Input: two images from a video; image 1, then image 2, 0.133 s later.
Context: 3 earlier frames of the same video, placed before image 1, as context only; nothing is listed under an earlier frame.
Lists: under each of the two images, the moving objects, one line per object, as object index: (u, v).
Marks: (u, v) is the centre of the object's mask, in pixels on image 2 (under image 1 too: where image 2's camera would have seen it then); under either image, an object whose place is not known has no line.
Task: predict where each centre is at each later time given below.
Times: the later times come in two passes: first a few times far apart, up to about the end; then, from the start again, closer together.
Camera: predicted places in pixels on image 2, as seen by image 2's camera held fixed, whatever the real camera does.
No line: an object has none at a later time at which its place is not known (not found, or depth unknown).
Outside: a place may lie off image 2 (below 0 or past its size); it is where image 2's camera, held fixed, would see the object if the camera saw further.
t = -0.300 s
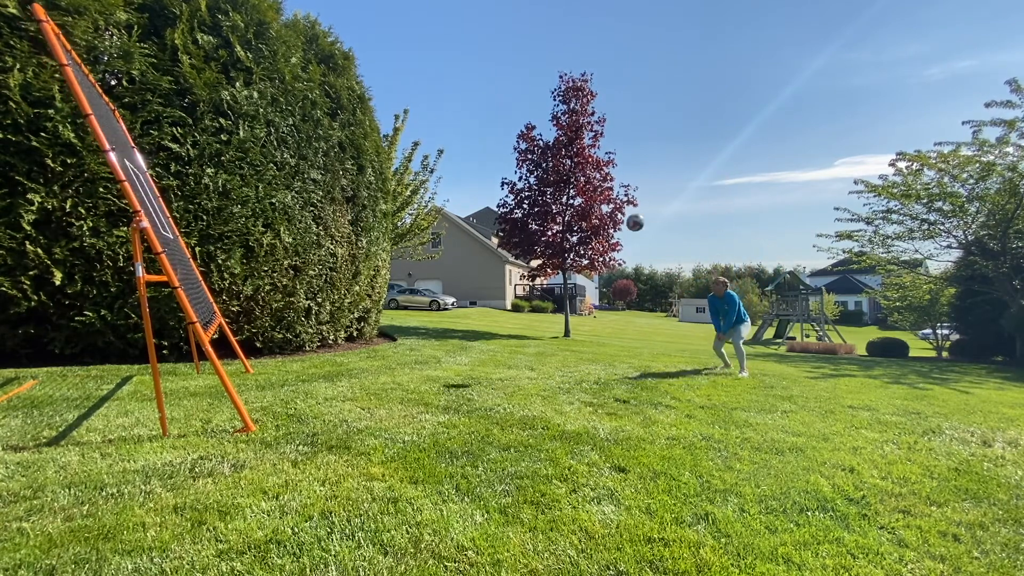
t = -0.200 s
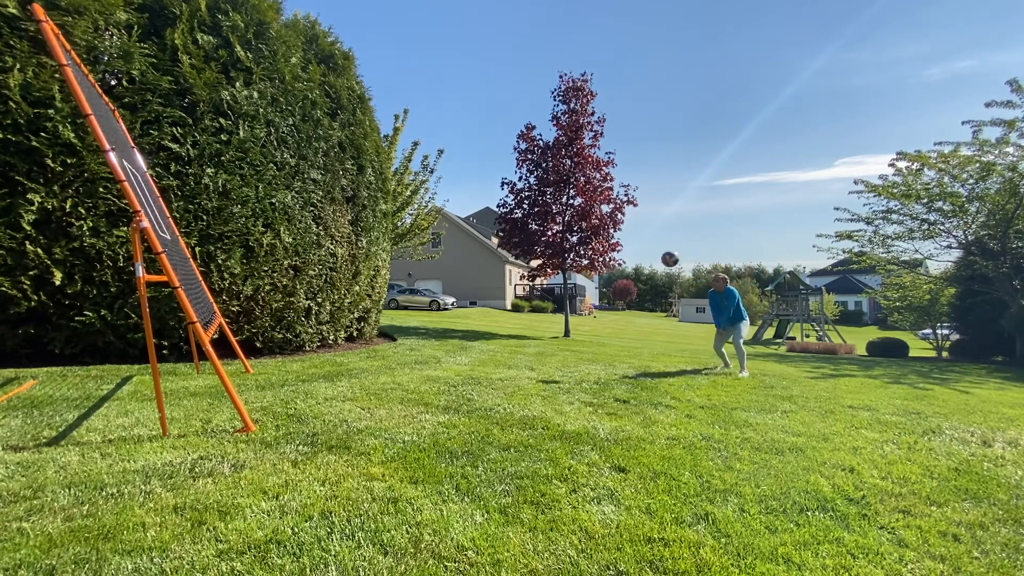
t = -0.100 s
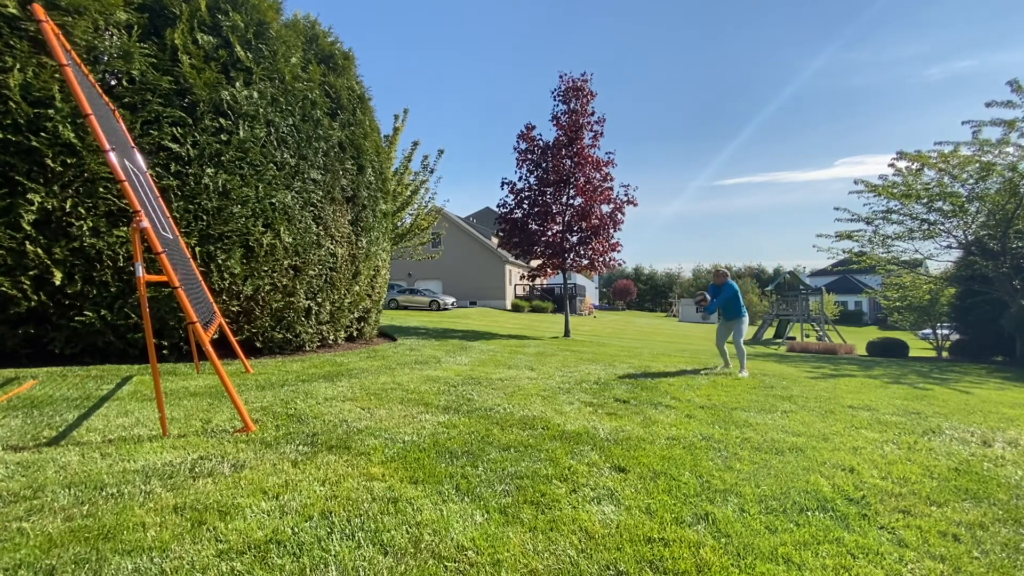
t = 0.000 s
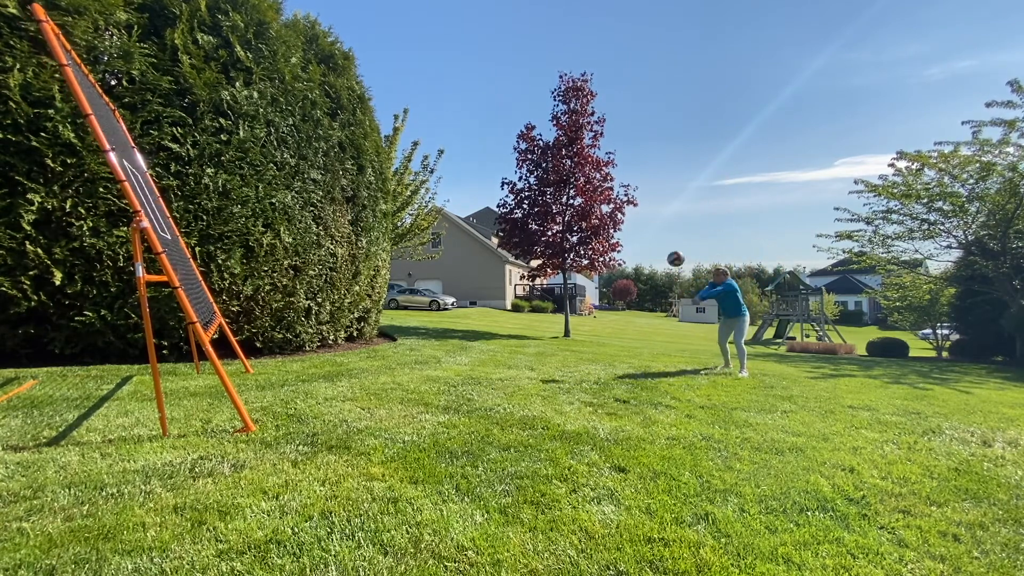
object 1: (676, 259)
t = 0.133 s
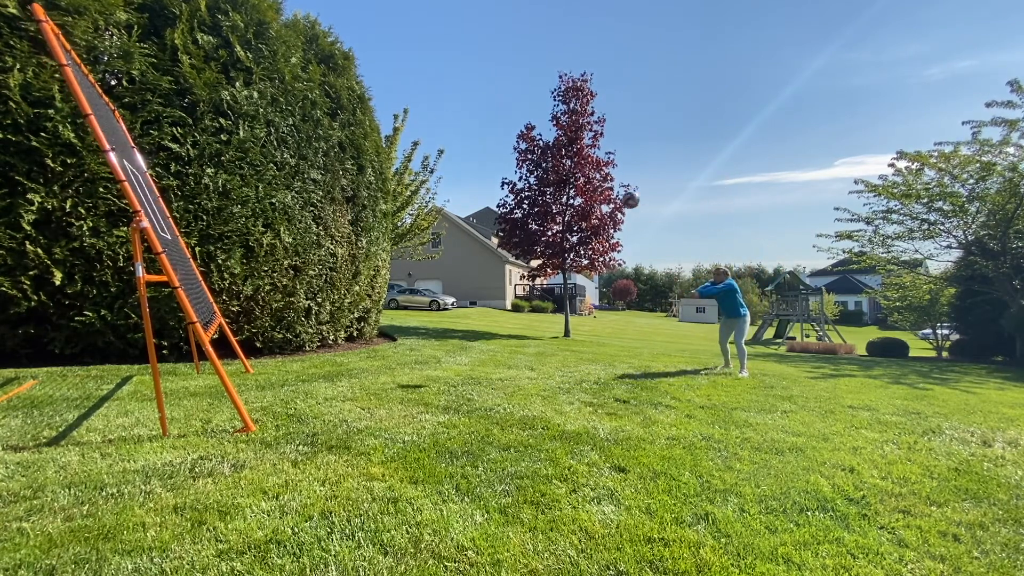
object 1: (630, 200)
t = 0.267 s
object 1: (581, 151)
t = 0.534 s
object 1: (466, 89)
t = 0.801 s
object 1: (317, 88)
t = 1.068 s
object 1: (142, 176)
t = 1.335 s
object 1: (319, 216)
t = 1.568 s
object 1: (436, 302)
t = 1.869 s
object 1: (538, 351)
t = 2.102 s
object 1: (592, 339)
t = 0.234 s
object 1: (594, 162)
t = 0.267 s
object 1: (581, 151)
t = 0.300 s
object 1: (569, 141)
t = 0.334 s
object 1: (555, 130)
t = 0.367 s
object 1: (541, 122)
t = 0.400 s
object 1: (527, 114)
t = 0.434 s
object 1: (513, 106)
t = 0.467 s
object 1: (497, 100)
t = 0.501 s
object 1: (482, 93)
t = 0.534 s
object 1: (466, 89)
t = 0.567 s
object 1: (449, 85)
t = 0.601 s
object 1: (432, 82)
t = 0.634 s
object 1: (415, 80)
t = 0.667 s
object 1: (397, 79)
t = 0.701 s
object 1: (377, 80)
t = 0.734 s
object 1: (359, 80)
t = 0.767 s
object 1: (338, 83)
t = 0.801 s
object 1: (317, 88)
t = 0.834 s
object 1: (295, 94)
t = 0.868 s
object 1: (273, 102)
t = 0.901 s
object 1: (249, 112)
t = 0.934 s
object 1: (224, 122)
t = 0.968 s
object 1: (199, 135)
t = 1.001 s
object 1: (172, 151)
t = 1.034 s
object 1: (146, 167)
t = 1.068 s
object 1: (142, 176)
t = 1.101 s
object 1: (163, 177)
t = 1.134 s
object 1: (188, 179)
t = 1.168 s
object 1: (212, 182)
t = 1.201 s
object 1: (236, 186)
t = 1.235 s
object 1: (259, 191)
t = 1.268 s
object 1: (279, 199)
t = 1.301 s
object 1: (299, 207)
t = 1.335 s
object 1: (319, 216)
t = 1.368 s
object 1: (338, 226)
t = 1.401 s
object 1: (356, 236)
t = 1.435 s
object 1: (374, 248)
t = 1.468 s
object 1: (391, 260)
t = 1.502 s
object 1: (407, 273)
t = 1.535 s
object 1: (423, 287)
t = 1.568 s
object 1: (436, 302)
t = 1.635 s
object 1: (466, 333)
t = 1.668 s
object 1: (479, 349)
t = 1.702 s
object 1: (492, 366)
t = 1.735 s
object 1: (504, 379)
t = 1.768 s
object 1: (513, 373)
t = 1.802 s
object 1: (521, 364)
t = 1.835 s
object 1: (530, 357)
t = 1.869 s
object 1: (538, 351)
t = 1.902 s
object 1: (546, 346)
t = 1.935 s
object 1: (554, 342)
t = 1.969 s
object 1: (562, 339)
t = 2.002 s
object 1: (570, 337)
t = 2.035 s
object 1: (578, 337)
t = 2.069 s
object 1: (585, 338)
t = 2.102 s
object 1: (592, 339)
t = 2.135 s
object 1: (600, 341)
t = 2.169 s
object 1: (607, 345)
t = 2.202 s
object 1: (614, 349)
